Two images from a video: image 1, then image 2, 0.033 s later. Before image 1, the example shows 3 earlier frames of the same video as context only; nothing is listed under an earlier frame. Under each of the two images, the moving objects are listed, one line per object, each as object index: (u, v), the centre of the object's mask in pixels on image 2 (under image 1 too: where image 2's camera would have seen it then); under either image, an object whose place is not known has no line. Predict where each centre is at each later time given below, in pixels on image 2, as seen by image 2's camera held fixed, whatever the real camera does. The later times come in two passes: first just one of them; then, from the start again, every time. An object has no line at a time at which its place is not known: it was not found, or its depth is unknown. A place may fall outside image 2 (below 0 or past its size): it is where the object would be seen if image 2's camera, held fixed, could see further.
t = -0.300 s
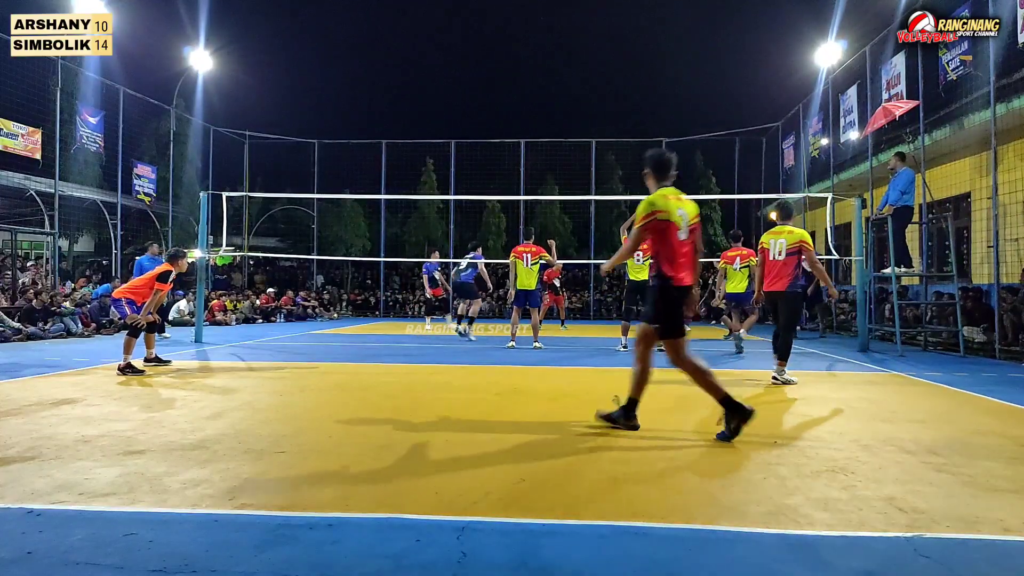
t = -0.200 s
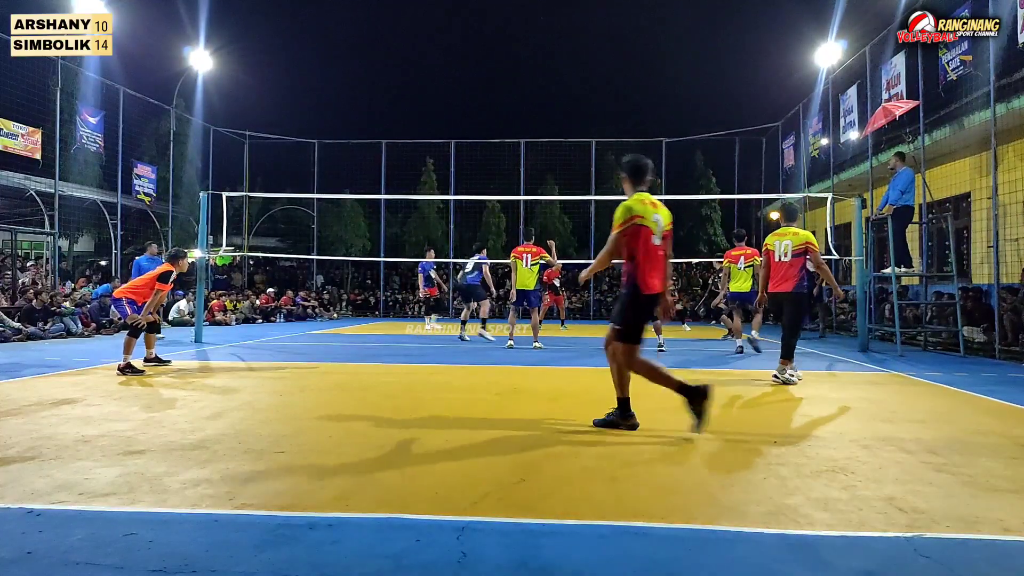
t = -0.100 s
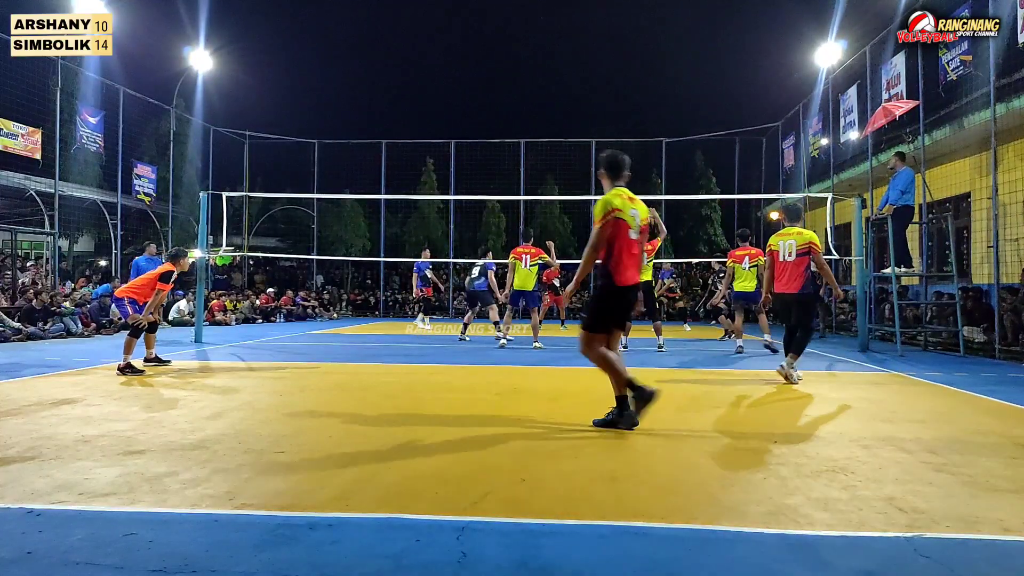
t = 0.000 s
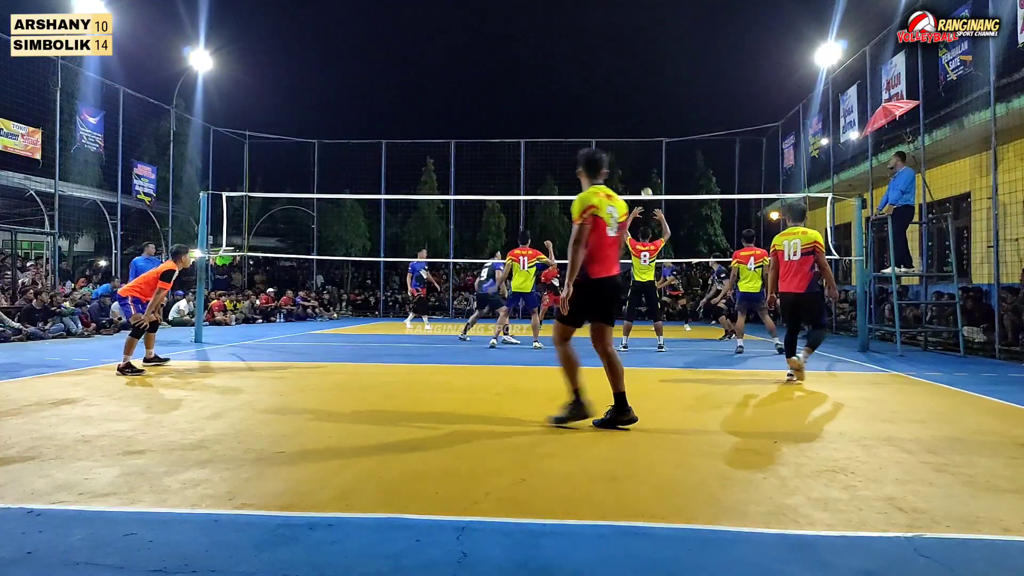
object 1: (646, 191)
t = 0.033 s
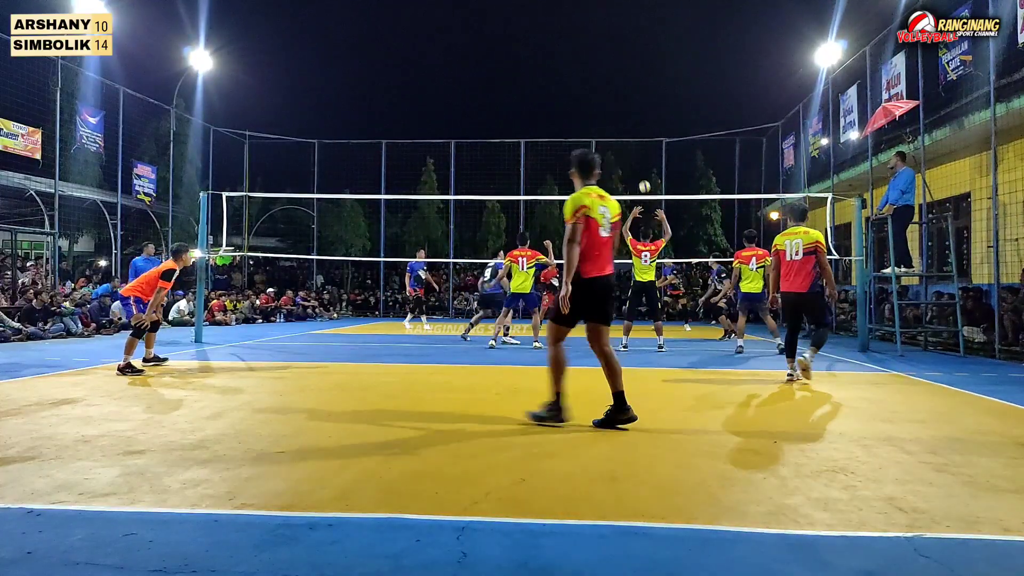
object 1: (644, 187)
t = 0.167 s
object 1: (635, 163)
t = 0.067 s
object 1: (642, 179)
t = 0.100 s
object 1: (640, 174)
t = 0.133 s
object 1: (638, 168)
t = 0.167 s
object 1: (635, 163)
